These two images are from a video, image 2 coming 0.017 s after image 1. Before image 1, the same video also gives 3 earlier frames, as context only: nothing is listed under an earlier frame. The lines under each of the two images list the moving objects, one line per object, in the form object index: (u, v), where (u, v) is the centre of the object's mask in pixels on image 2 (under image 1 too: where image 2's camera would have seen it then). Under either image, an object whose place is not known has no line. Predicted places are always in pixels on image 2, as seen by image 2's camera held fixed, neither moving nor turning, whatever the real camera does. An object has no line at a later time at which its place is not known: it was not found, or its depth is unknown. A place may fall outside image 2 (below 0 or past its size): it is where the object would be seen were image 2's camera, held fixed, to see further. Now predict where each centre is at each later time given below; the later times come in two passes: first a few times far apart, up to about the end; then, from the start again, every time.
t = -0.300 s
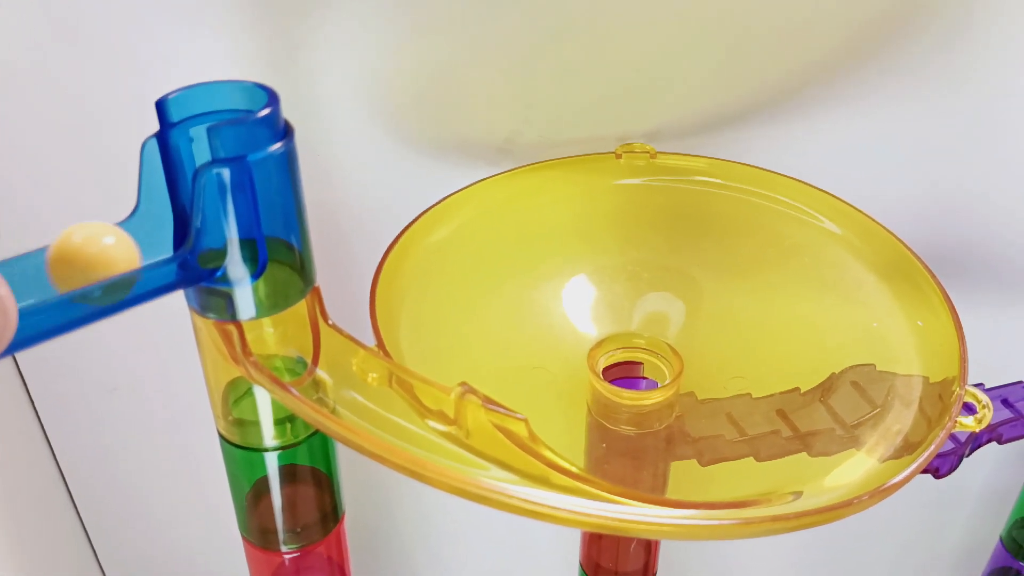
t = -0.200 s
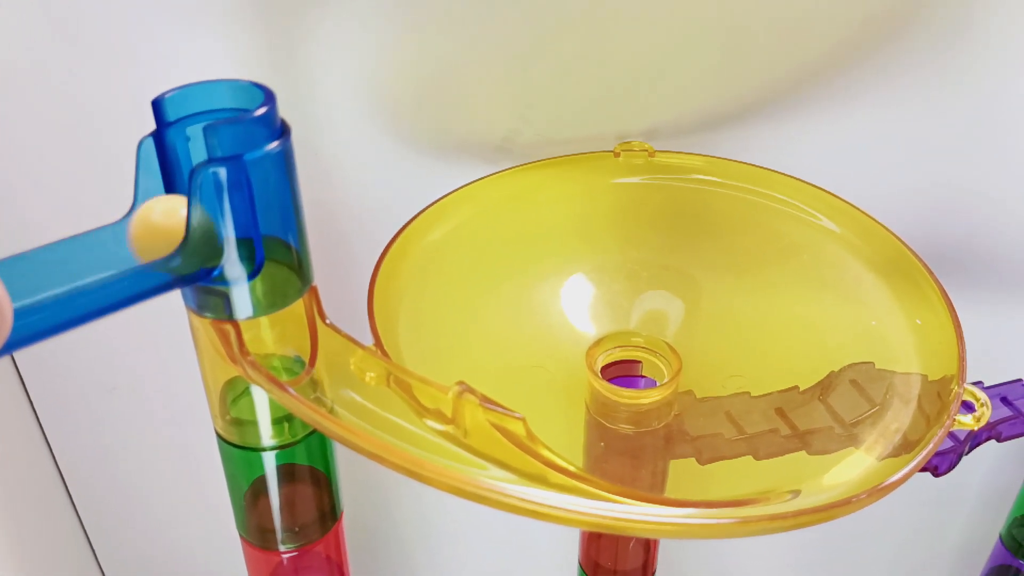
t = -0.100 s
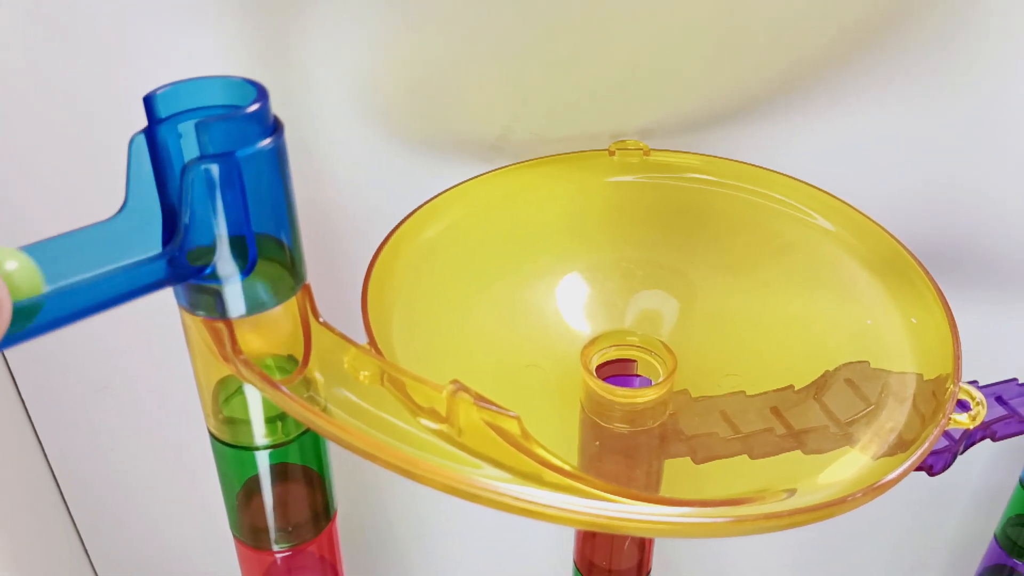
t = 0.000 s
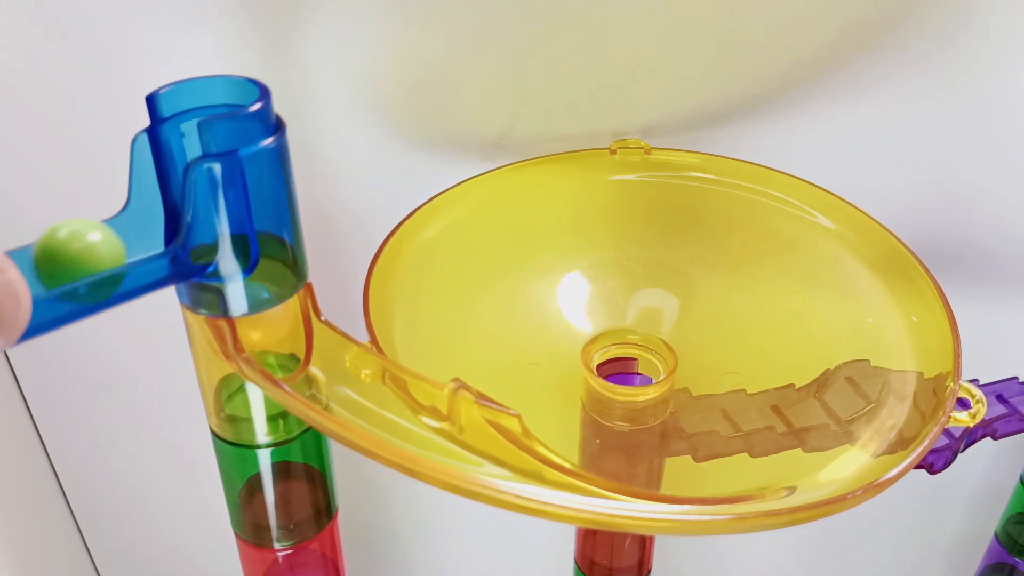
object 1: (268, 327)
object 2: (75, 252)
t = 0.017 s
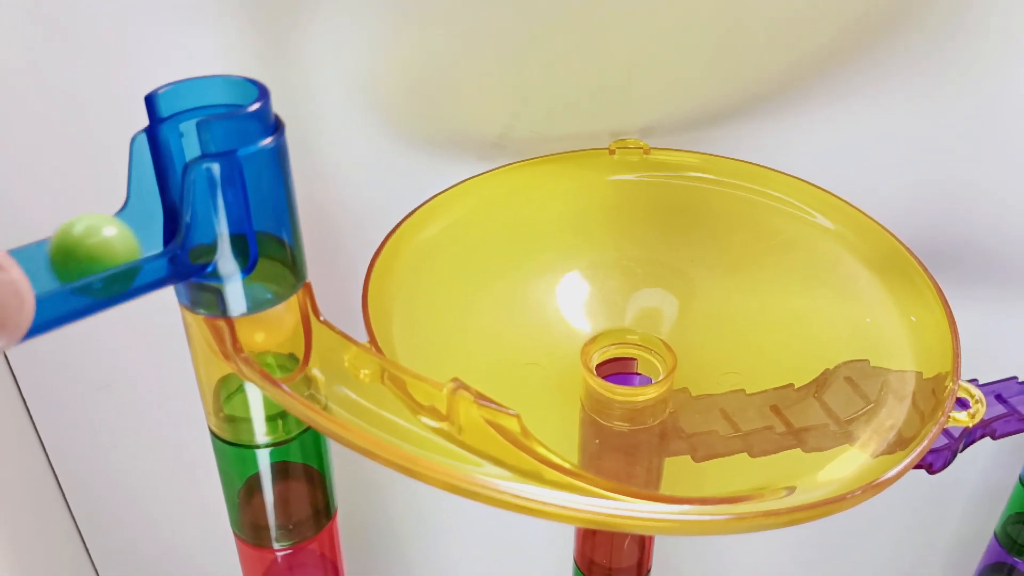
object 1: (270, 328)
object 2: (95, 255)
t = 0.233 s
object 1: (347, 386)
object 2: (258, 310)
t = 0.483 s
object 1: (762, 477)
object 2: (603, 472)
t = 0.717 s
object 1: (870, 255)
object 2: (909, 310)
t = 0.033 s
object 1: (269, 329)
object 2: (111, 248)
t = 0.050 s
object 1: (270, 331)
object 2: (124, 235)
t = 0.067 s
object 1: (271, 333)
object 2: (139, 229)
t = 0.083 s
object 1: (273, 335)
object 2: (162, 230)
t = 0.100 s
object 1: (277, 337)
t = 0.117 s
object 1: (281, 339)
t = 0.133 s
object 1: (285, 344)
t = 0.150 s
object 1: (293, 349)
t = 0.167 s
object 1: (301, 355)
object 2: (262, 283)
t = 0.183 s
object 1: (311, 362)
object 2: (262, 314)
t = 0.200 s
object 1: (322, 369)
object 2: (264, 306)
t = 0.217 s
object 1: (333, 378)
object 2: (261, 305)
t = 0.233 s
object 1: (347, 386)
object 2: (258, 310)
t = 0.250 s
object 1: (363, 394)
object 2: (264, 318)
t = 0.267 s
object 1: (379, 403)
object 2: (274, 333)
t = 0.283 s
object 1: (401, 413)
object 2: (282, 341)
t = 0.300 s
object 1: (421, 422)
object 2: (297, 353)
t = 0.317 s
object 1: (446, 431)
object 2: (311, 364)
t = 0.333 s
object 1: (470, 440)
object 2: (330, 375)
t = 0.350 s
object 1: (498, 448)
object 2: (352, 388)
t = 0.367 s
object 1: (526, 456)
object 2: (375, 400)
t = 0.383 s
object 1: (559, 464)
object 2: (401, 412)
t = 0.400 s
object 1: (593, 470)
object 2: (429, 425)
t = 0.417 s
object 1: (623, 474)
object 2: (458, 436)
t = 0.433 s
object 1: (658, 477)
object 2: (492, 447)
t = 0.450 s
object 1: (694, 480)
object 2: (525, 457)
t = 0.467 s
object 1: (730, 480)
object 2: (565, 465)
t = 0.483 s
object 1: (762, 477)
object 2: (603, 472)
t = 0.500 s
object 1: (793, 471)
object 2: (637, 475)
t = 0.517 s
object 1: (827, 462)
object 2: (674, 479)
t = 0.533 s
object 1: (855, 449)
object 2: (714, 480)
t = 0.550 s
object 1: (877, 434)
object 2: (753, 478)
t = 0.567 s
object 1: (892, 415)
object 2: (788, 472)
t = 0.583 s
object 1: (903, 397)
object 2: (827, 463)
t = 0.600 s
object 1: (910, 378)
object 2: (855, 448)
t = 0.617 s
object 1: (914, 358)
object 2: (878, 431)
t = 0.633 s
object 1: (917, 340)
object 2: (894, 412)
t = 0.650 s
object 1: (913, 320)
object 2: (906, 394)
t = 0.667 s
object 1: (906, 302)
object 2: (913, 373)
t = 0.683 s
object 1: (897, 286)
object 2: (916, 352)
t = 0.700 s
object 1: (884, 269)
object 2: (914, 330)
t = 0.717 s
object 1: (870, 255)
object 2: (909, 310)
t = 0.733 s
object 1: (856, 243)
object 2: (901, 292)
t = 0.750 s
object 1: (840, 229)
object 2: (890, 276)
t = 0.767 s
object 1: (823, 216)
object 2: (877, 260)
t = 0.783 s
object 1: (806, 205)
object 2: (862, 245)
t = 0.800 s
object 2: (844, 231)
